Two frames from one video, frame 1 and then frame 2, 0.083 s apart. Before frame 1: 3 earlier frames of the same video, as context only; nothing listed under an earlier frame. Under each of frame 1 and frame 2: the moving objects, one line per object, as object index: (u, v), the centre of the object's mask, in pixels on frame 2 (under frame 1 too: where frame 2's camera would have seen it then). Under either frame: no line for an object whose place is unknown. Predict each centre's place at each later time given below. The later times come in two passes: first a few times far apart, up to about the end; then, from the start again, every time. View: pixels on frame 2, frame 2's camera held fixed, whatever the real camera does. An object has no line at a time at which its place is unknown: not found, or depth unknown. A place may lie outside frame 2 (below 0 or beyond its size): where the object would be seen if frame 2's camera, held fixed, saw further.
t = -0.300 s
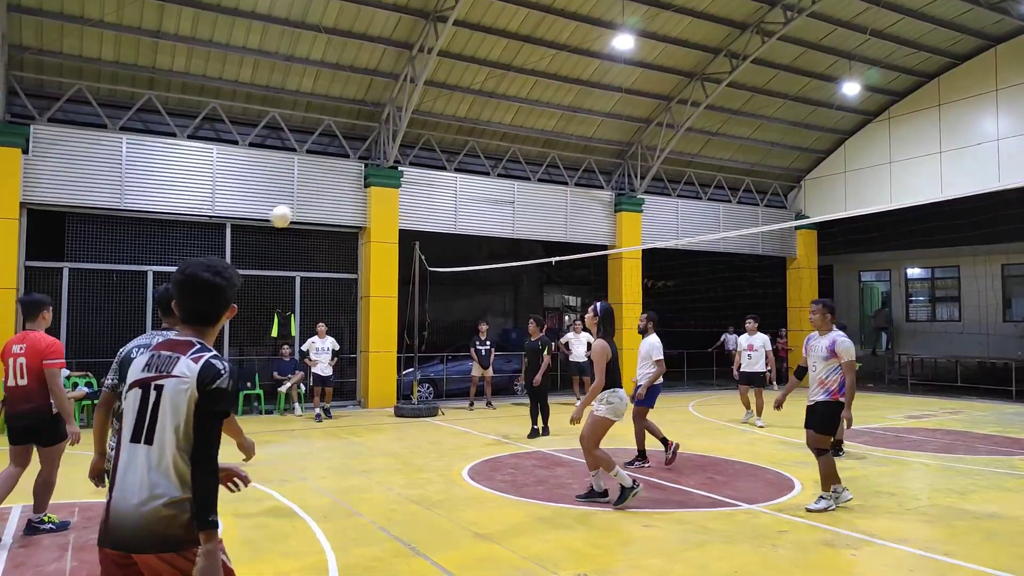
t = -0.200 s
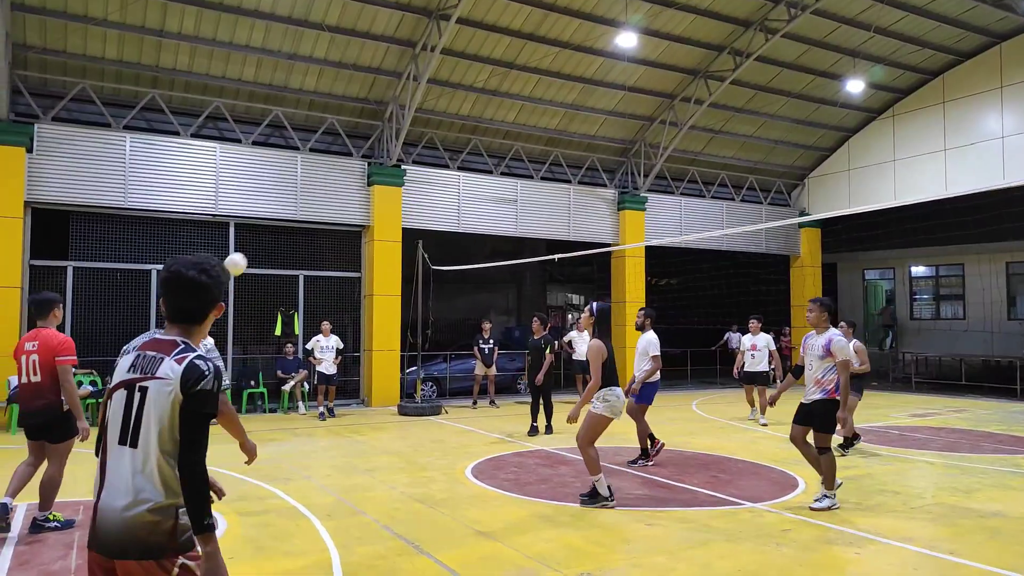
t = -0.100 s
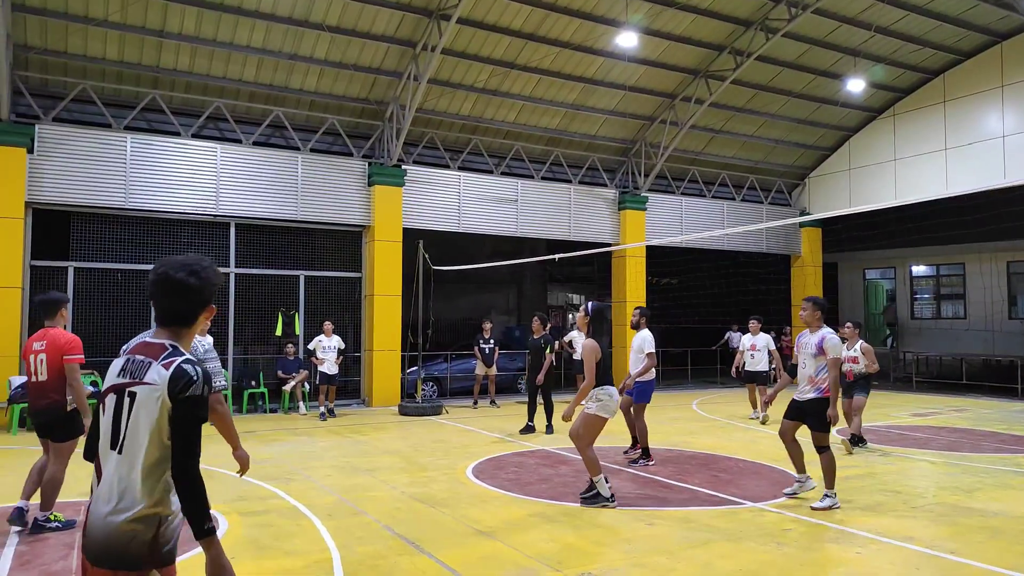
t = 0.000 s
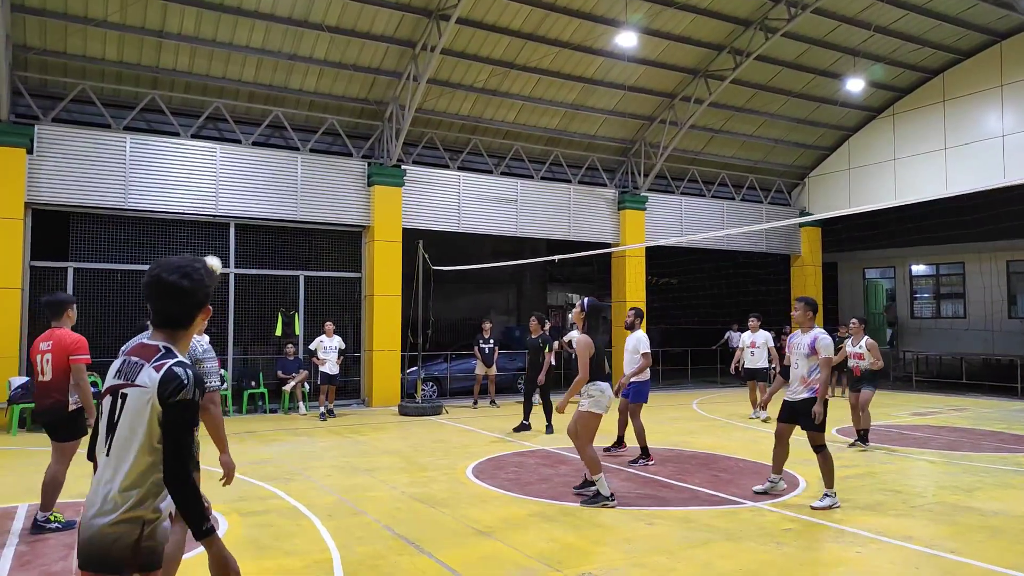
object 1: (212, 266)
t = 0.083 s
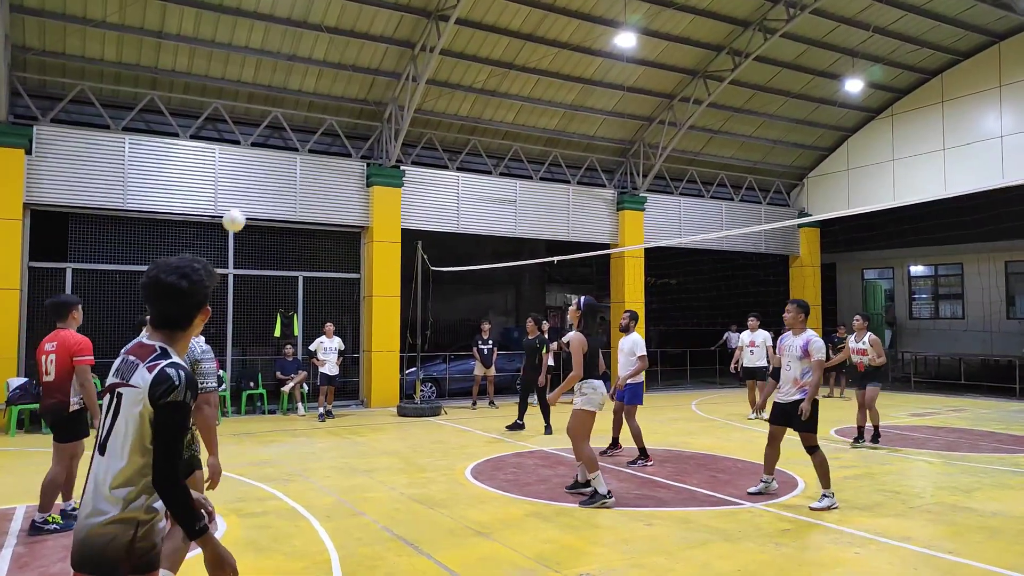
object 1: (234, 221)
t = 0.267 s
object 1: (288, 138)
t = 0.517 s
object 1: (361, 79)
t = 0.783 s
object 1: (437, 82)
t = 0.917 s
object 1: (475, 110)
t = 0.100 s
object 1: (239, 212)
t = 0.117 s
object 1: (244, 203)
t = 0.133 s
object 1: (249, 194)
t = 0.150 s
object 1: (254, 186)
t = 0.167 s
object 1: (259, 178)
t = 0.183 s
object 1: (264, 171)
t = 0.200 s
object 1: (269, 164)
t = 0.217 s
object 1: (274, 157)
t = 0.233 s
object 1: (279, 150)
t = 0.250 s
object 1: (284, 144)
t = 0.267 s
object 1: (288, 138)
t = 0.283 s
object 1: (293, 133)
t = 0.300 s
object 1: (298, 127)
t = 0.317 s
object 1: (303, 121)
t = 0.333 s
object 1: (308, 116)
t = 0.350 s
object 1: (313, 112)
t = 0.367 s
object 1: (318, 107)
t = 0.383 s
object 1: (323, 103)
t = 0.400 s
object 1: (328, 99)
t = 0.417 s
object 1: (332, 95)
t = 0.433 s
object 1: (337, 92)
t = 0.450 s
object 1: (342, 89)
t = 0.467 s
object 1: (347, 86)
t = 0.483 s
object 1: (351, 83)
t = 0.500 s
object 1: (356, 80)
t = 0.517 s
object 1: (361, 79)
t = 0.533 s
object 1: (366, 77)
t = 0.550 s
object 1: (371, 75)
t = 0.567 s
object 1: (375, 74)
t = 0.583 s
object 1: (380, 73)
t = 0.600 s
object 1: (385, 72)
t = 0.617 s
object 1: (390, 71)
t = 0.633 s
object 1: (394, 71)
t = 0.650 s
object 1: (399, 71)
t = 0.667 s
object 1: (404, 71)
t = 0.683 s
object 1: (409, 72)
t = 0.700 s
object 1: (414, 73)
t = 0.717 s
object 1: (418, 74)
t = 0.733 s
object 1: (423, 76)
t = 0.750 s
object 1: (428, 77)
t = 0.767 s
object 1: (432, 79)
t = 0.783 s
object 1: (437, 82)
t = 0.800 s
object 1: (442, 84)
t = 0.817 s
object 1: (447, 87)
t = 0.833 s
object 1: (451, 90)
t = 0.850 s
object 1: (456, 94)
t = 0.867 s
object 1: (461, 97)
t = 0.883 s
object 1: (466, 101)
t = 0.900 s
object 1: (470, 105)
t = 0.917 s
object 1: (475, 110)
